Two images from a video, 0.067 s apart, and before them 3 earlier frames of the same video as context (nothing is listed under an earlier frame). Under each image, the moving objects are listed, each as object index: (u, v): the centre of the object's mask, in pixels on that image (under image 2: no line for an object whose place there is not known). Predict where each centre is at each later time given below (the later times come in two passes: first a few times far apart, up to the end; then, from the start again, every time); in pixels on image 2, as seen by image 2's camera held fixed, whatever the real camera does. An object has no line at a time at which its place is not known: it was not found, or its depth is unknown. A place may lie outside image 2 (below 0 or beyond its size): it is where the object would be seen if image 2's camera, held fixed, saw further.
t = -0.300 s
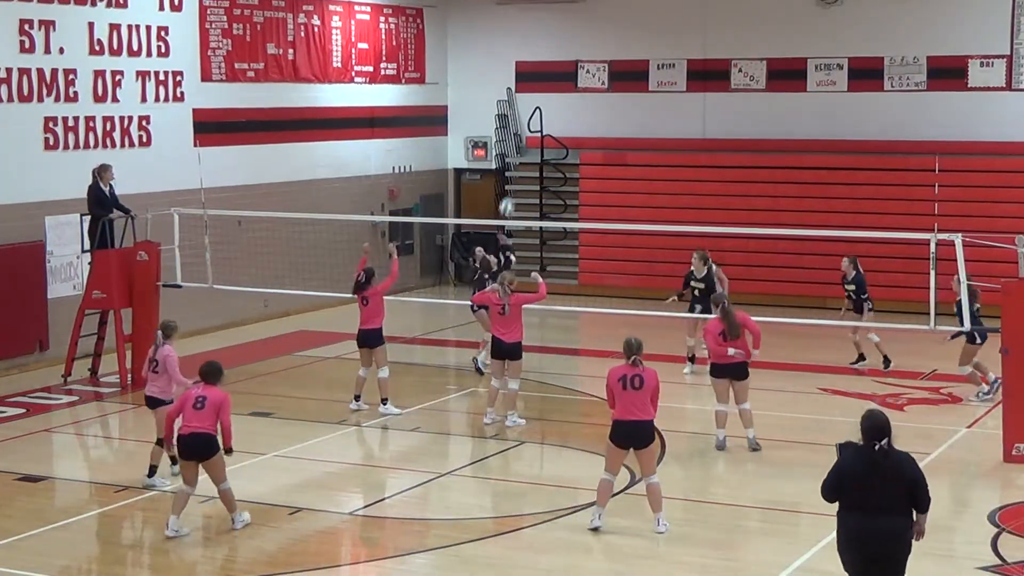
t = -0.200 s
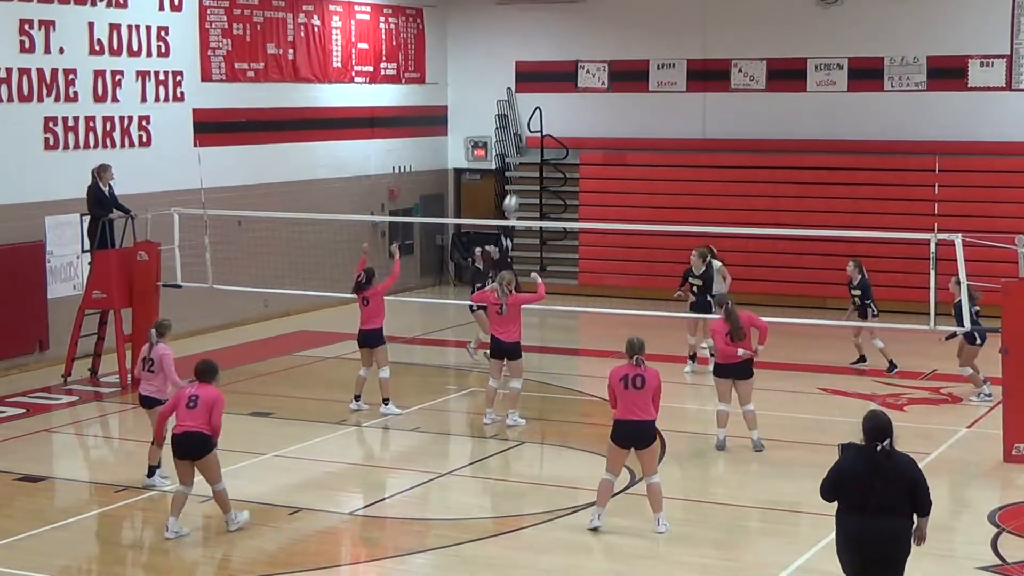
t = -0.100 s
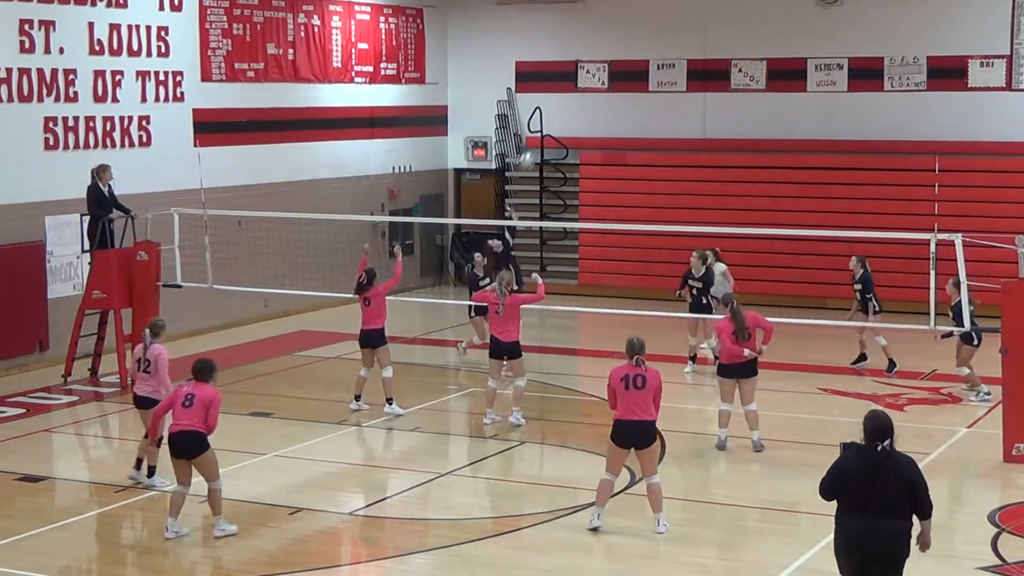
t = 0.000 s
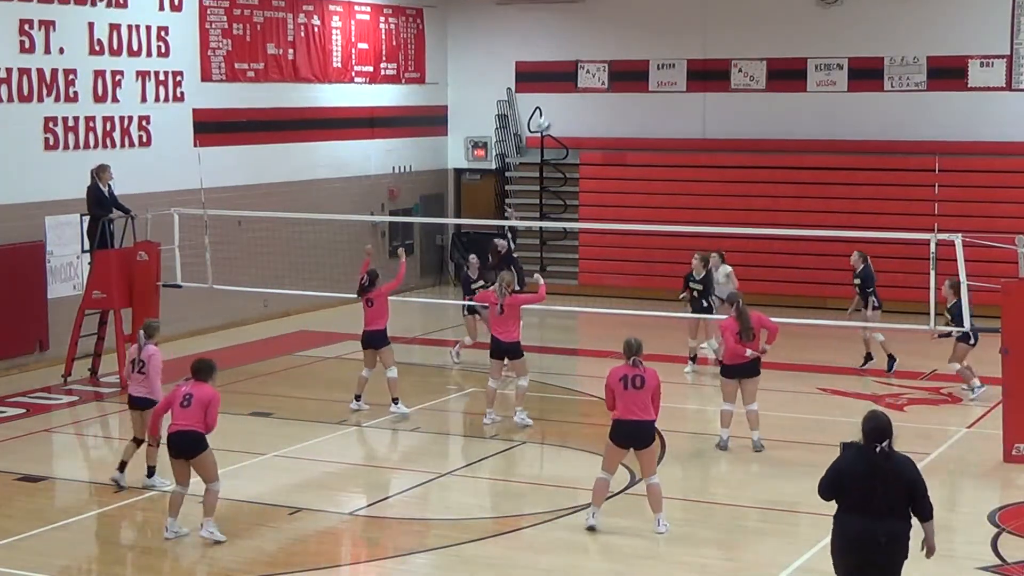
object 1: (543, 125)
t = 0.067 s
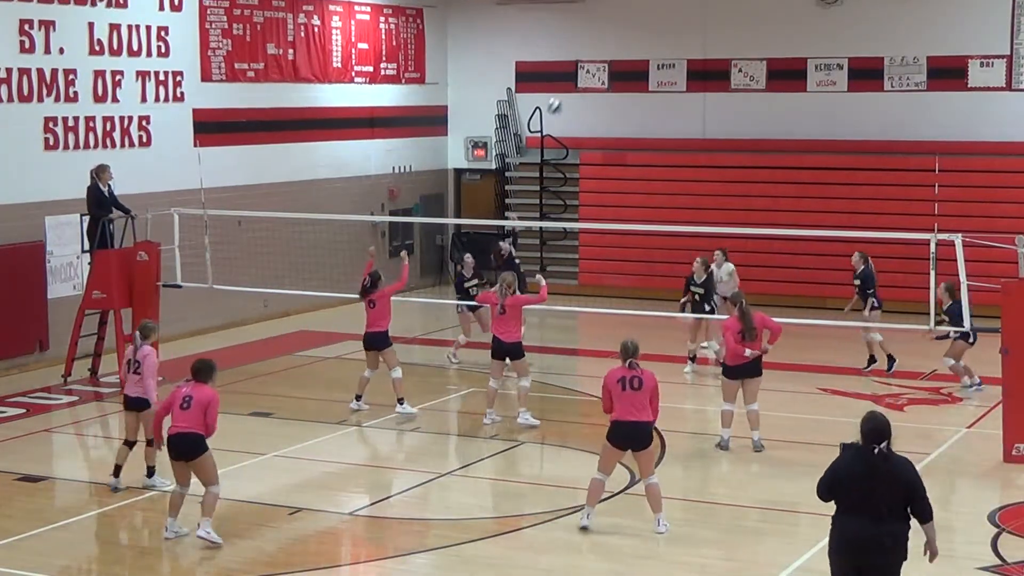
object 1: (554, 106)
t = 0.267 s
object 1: (588, 66)
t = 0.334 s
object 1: (599, 60)
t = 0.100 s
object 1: (560, 97)
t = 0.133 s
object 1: (566, 88)
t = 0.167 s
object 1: (571, 82)
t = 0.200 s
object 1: (576, 76)
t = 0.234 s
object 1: (581, 71)
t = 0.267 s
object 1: (588, 66)
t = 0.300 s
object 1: (594, 63)
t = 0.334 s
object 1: (599, 60)
